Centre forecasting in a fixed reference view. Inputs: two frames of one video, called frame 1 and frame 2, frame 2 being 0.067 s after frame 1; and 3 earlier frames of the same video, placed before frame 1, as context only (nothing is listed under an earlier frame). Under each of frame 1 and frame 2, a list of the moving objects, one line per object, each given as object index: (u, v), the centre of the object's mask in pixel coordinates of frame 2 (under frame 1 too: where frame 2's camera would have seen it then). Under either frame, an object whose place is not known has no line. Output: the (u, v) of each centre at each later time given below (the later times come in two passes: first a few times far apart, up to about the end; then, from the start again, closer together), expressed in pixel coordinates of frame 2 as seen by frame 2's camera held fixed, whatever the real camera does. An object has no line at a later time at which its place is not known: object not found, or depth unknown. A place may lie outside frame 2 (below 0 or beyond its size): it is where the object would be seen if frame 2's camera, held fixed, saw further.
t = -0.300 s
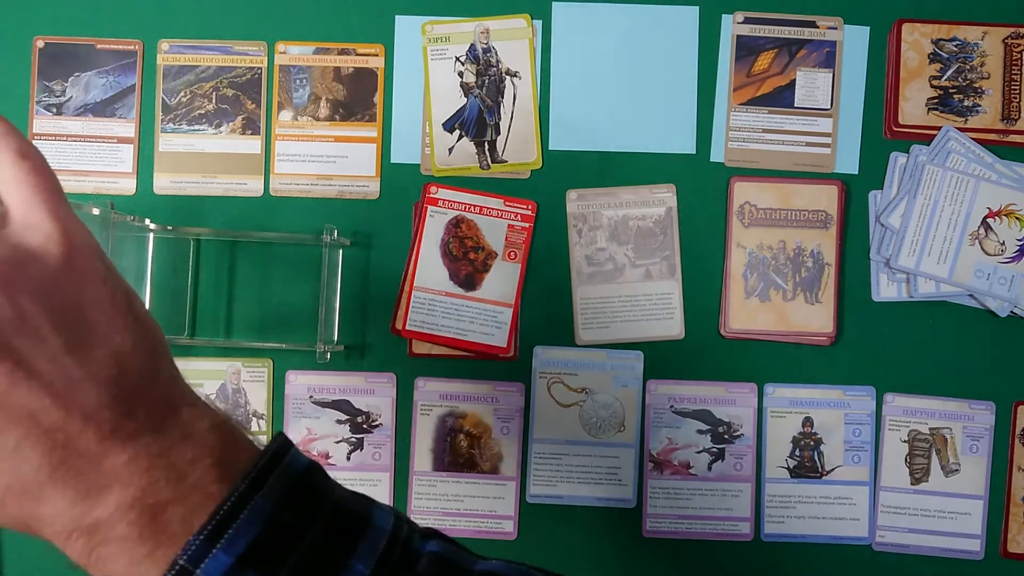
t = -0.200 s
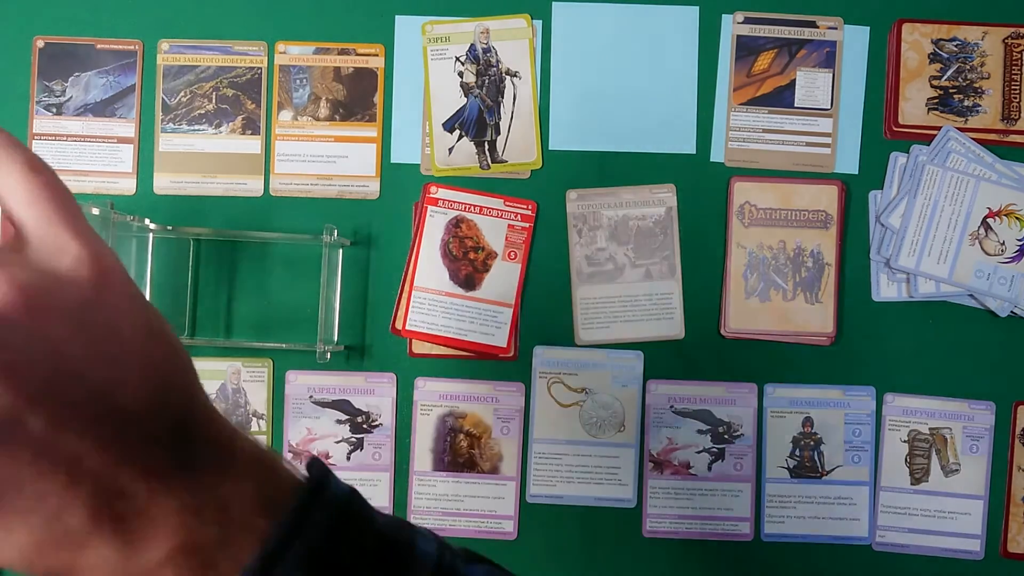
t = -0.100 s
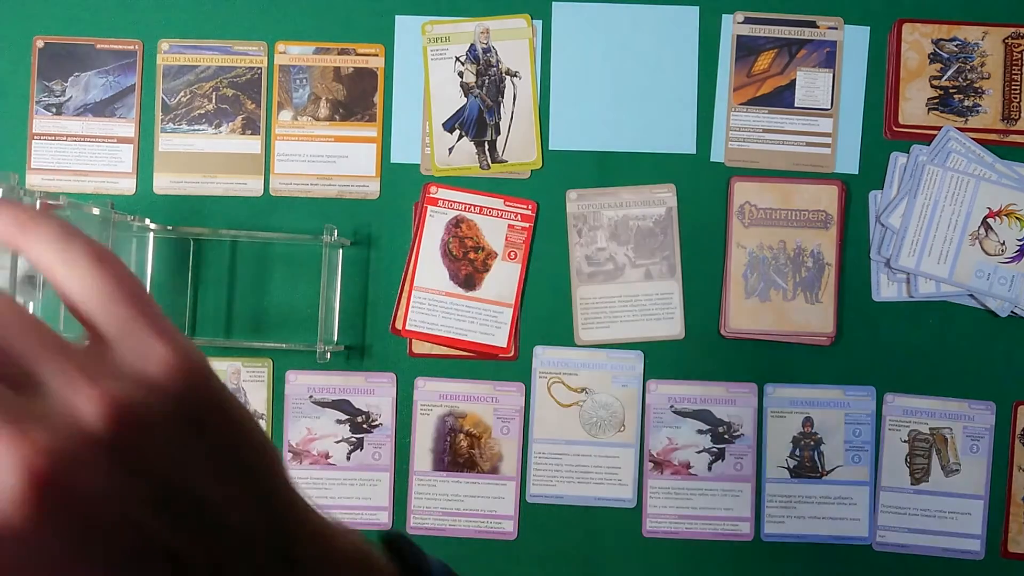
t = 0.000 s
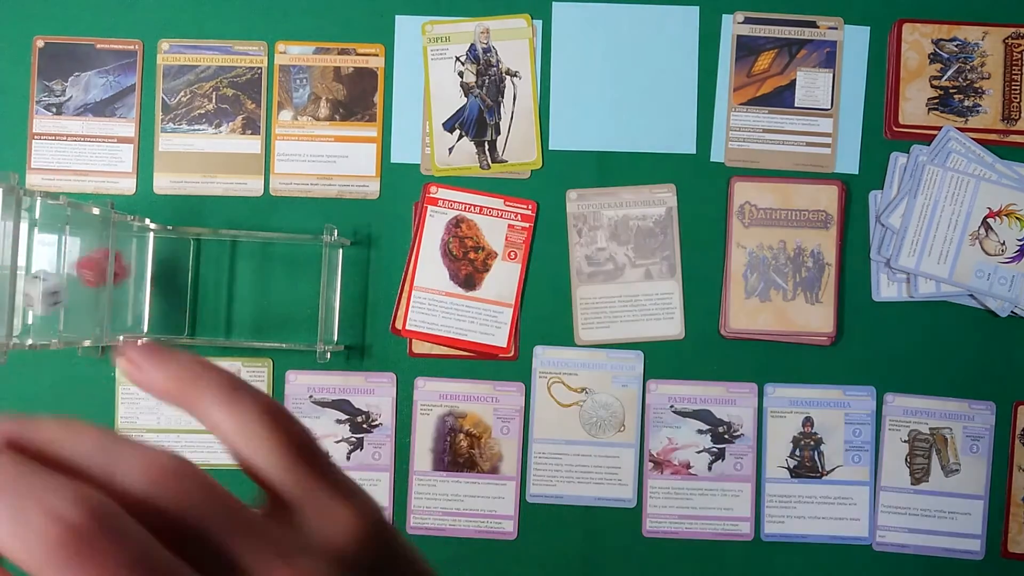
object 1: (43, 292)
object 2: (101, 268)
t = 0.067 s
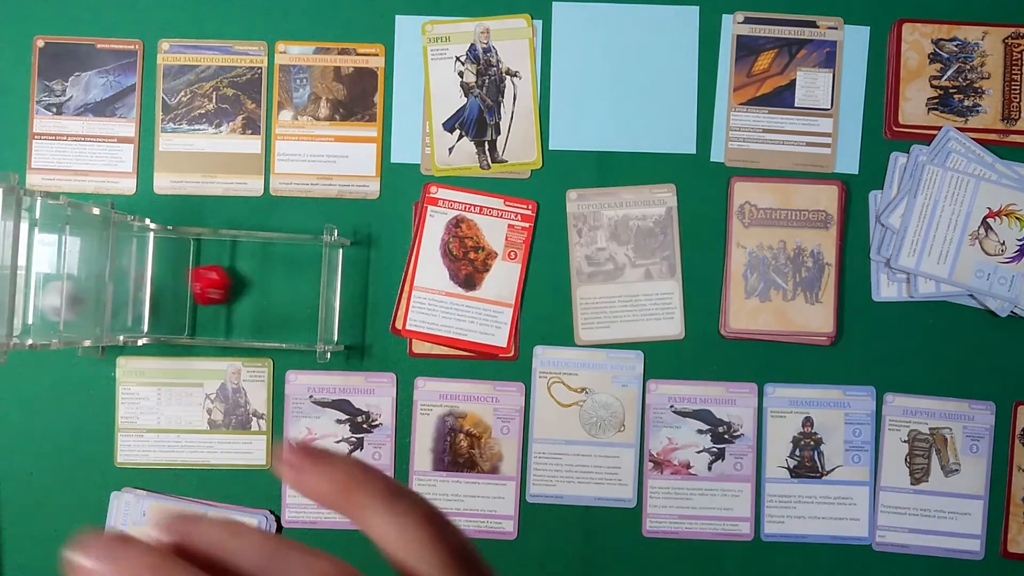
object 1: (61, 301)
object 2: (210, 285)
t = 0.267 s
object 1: (263, 322)
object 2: (309, 281)
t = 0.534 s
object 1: (269, 311)
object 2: (309, 267)
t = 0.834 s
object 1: (269, 311)
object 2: (309, 267)
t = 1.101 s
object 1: (269, 311)
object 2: (309, 267)
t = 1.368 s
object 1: (269, 311)
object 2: (309, 267)
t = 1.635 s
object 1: (269, 311)
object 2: (309, 267)
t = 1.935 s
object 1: (269, 311)
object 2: (309, 267)
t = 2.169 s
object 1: (269, 311)
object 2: (309, 267)
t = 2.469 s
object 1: (269, 311)
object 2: (309, 267)
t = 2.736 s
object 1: (269, 311)
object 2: (309, 267)
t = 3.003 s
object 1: (269, 311)
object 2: (309, 267)
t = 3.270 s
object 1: (269, 311)
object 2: (309, 267)
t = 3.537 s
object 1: (269, 311)
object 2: (309, 267)
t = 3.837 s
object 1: (269, 311)
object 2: (309, 267)
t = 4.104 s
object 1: (269, 311)
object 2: (309, 267)
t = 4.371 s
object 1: (269, 311)
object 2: (309, 267)
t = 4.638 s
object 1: (269, 311)
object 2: (309, 267)
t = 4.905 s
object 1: (269, 311)
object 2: (309, 267)
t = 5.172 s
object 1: (269, 311)
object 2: (309, 267)
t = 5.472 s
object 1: (269, 311)
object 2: (309, 267)
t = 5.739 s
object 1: (269, 311)
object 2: (309, 267)
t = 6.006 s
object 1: (269, 311)
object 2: (309, 267)
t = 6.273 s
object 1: (269, 311)
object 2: (309, 267)
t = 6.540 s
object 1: (269, 311)
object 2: (309, 267)
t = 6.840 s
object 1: (269, 311)
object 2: (309, 267)
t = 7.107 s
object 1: (269, 311)
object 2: (309, 267)
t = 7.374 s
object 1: (269, 311)
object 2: (309, 267)
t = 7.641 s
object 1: (269, 311)
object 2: (309, 267)
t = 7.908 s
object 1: (269, 311)
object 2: (309, 267)
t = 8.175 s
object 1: (269, 311)
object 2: (309, 267)
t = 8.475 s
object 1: (269, 311)
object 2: (309, 267)
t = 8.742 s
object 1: (269, 311)
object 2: (309, 267)
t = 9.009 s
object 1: (269, 311)
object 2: (309, 267)
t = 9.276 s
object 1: (269, 311)
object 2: (309, 267)
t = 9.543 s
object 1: (269, 311)
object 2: (309, 267)
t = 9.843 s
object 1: (269, 311)
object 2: (309, 267)
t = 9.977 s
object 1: (269, 311)
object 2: (309, 267)
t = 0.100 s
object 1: (107, 307)
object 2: (245, 292)
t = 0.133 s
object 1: (162, 314)
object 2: (286, 298)
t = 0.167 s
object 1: (204, 319)
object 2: (304, 301)
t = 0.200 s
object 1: (237, 320)
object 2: (301, 301)
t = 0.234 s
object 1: (265, 320)
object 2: (301, 297)
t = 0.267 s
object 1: (263, 322)
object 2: (309, 281)
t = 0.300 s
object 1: (263, 320)
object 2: (310, 271)
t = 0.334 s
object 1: (266, 315)
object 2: (309, 267)
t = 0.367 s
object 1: (269, 311)
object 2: (309, 267)
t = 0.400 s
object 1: (269, 311)
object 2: (309, 267)
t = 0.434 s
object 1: (269, 311)
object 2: (309, 267)
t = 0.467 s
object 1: (269, 311)
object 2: (309, 267)
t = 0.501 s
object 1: (269, 311)
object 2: (309, 267)
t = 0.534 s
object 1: (269, 311)
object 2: (309, 267)
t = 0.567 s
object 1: (269, 311)
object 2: (309, 267)
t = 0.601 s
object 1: (269, 311)
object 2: (309, 267)
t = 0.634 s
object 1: (269, 311)
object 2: (309, 267)
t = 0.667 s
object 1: (269, 311)
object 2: (309, 267)
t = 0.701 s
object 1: (269, 311)
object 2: (309, 267)
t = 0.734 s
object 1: (269, 311)
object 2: (309, 267)
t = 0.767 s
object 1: (269, 311)
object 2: (309, 267)
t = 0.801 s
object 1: (269, 311)
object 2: (309, 267)
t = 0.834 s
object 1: (269, 311)
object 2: (309, 267)
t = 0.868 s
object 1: (269, 311)
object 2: (309, 267)
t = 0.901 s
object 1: (269, 311)
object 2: (309, 267)
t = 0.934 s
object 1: (269, 311)
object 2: (309, 267)
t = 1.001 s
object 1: (269, 311)
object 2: (309, 267)
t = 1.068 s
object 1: (269, 311)
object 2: (309, 267)
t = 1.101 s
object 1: (269, 311)
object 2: (309, 267)
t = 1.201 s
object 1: (269, 311)
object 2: (309, 267)
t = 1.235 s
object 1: (269, 311)
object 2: (309, 267)
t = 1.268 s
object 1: (269, 311)
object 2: (309, 267)
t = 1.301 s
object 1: (269, 311)
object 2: (309, 267)
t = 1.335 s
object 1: (269, 311)
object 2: (309, 267)
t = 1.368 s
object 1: (269, 311)
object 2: (309, 267)
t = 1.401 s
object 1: (269, 311)
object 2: (309, 267)
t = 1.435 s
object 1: (269, 311)
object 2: (309, 267)
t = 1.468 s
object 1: (269, 311)
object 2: (309, 267)
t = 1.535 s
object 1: (269, 311)
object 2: (309, 267)
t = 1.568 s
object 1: (269, 311)
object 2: (309, 267)
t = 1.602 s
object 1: (269, 311)
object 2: (309, 267)
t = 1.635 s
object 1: (269, 311)
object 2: (309, 267)
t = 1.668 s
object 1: (269, 311)
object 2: (309, 267)
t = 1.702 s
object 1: (269, 311)
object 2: (309, 267)
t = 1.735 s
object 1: (269, 311)
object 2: (309, 267)
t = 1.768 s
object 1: (269, 311)
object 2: (309, 267)
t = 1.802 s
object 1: (269, 311)
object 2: (309, 267)
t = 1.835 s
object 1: (269, 311)
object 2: (309, 267)
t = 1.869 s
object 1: (269, 311)
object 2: (309, 267)
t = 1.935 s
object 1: (269, 311)
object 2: (309, 267)
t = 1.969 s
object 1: (269, 311)
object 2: (309, 267)
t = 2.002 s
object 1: (269, 311)
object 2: (309, 267)
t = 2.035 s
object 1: (269, 311)
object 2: (309, 267)
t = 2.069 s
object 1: (269, 311)
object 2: (309, 267)
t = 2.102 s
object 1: (269, 311)
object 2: (309, 267)
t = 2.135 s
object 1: (269, 311)
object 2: (309, 267)
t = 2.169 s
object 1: (269, 311)
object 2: (309, 267)
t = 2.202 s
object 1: (269, 311)
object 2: (309, 267)
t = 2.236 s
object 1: (269, 311)
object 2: (309, 267)
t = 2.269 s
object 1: (269, 311)
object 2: (309, 267)
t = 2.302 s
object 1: (269, 311)
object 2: (309, 267)
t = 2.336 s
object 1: (269, 311)
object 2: (309, 267)
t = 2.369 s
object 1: (269, 311)
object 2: (309, 267)
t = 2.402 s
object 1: (269, 311)
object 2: (309, 267)
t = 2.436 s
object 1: (269, 311)
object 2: (309, 267)
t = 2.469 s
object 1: (269, 311)
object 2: (309, 267)
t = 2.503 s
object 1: (269, 311)
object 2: (309, 267)
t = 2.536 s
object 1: (269, 311)
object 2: (309, 267)
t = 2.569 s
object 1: (269, 311)
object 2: (309, 267)
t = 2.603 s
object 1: (269, 311)
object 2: (309, 267)
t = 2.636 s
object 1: (269, 311)
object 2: (309, 267)
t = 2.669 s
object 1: (269, 311)
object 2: (309, 267)
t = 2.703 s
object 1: (269, 311)
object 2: (309, 267)
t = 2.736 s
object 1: (269, 311)
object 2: (309, 267)
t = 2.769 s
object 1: (269, 311)
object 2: (309, 267)
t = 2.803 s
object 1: (269, 311)
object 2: (309, 267)
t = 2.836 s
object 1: (269, 311)
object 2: (309, 267)
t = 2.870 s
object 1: (269, 311)
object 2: (309, 267)
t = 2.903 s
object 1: (269, 311)
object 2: (309, 267)
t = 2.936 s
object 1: (269, 311)
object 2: (309, 267)
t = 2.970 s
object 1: (269, 311)
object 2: (309, 267)
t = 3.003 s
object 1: (269, 311)
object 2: (309, 267)
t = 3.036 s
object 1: (269, 311)
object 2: (309, 267)
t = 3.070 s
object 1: (269, 311)
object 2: (309, 267)
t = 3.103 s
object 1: (269, 311)
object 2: (309, 267)
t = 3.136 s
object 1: (269, 311)
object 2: (309, 267)
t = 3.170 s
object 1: (269, 311)
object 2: (309, 267)
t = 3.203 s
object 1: (269, 311)
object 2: (309, 267)
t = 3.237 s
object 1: (269, 311)
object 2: (309, 267)
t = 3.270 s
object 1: (269, 311)
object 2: (309, 267)
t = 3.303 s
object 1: (269, 311)
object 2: (309, 267)
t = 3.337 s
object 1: (269, 311)
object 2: (309, 267)
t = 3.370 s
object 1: (269, 311)
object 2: (309, 267)
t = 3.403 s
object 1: (269, 311)
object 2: (309, 267)
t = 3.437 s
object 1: (269, 311)
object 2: (309, 267)
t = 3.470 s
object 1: (269, 311)
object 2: (309, 267)
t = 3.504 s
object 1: (269, 311)
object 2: (309, 267)
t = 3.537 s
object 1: (269, 311)
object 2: (309, 267)
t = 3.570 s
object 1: (269, 311)
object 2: (309, 267)
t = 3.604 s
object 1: (269, 311)
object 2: (309, 267)
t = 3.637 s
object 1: (269, 311)
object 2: (309, 267)
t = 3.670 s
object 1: (269, 311)
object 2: (309, 267)
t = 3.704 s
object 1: (269, 311)
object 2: (309, 267)
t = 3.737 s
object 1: (269, 311)
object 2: (309, 267)
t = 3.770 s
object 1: (269, 311)
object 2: (309, 267)
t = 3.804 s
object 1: (269, 311)
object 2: (309, 267)
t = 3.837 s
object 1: (269, 311)
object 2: (309, 267)
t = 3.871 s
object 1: (269, 311)
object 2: (309, 267)
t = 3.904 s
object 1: (269, 311)
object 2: (309, 267)
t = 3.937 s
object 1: (269, 311)
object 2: (309, 267)
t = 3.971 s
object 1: (269, 311)
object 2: (309, 267)
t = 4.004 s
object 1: (269, 311)
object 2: (309, 267)
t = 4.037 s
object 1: (269, 311)
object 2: (309, 267)
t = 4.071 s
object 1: (269, 311)
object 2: (309, 267)
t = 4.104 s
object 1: (269, 311)
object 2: (309, 267)
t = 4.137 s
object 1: (269, 311)
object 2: (309, 267)
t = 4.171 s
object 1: (269, 311)
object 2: (309, 267)
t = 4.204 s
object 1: (269, 311)
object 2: (309, 267)
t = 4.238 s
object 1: (269, 311)
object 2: (309, 267)
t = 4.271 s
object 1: (269, 311)
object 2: (309, 267)
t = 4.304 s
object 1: (269, 311)
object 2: (309, 267)
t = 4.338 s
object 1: (269, 311)
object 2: (309, 267)
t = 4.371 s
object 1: (269, 311)
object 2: (309, 267)
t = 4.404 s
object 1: (269, 311)
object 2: (309, 267)
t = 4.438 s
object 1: (269, 311)
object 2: (309, 267)
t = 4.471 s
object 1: (269, 311)
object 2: (309, 267)
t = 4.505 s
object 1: (269, 311)
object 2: (309, 267)
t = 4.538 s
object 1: (269, 311)
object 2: (309, 267)
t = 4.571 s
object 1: (269, 311)
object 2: (309, 267)
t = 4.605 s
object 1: (269, 311)
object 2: (309, 267)
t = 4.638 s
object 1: (269, 311)
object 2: (309, 267)
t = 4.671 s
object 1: (269, 311)
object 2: (309, 267)
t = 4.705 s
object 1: (269, 311)
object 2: (309, 267)
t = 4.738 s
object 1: (269, 311)
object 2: (309, 267)
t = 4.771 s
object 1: (269, 311)
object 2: (309, 267)
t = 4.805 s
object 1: (269, 311)
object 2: (309, 267)
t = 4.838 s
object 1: (269, 311)
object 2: (309, 267)
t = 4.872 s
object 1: (269, 311)
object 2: (309, 267)
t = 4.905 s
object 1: (269, 311)
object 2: (309, 267)
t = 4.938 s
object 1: (269, 311)
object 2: (309, 267)
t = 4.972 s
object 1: (269, 311)
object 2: (309, 267)
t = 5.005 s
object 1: (269, 311)
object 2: (309, 267)
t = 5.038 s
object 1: (269, 311)
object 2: (309, 267)
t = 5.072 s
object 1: (269, 311)
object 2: (309, 267)
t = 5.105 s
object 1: (269, 311)
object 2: (309, 267)
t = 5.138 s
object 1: (269, 311)
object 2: (309, 267)
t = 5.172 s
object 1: (269, 311)
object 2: (309, 267)
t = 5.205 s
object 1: (269, 311)
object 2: (309, 267)
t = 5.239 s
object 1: (269, 311)
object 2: (309, 267)
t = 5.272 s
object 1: (269, 311)
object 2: (309, 267)
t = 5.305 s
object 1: (269, 311)
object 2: (309, 267)
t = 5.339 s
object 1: (269, 311)
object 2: (309, 267)
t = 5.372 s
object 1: (269, 311)
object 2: (309, 267)
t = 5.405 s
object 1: (269, 311)
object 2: (309, 267)
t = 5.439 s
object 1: (269, 311)
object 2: (309, 267)
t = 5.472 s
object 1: (269, 311)
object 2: (309, 267)
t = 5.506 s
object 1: (269, 311)
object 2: (309, 267)
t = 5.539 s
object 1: (269, 311)
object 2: (309, 267)
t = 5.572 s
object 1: (269, 311)
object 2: (309, 267)
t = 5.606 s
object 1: (269, 311)
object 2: (309, 267)
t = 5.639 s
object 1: (269, 311)
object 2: (309, 267)
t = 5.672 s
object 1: (269, 311)
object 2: (309, 267)
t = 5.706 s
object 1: (269, 311)
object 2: (309, 267)
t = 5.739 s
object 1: (269, 311)
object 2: (309, 267)
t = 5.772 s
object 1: (269, 311)
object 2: (309, 267)
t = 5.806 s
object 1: (269, 311)
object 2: (309, 267)
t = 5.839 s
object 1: (269, 311)
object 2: (309, 267)
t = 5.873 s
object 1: (269, 311)
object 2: (309, 267)
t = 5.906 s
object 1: (269, 311)
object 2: (309, 267)
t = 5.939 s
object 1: (269, 311)
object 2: (309, 267)
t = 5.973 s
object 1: (269, 311)
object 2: (309, 267)
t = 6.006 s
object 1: (269, 311)
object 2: (309, 267)
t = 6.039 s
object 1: (269, 311)
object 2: (309, 267)
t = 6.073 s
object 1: (269, 311)
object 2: (309, 267)
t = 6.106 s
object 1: (269, 311)
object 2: (309, 267)
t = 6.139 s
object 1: (269, 311)
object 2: (309, 267)
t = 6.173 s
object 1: (269, 311)
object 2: (309, 267)
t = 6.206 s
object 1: (269, 311)
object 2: (309, 267)
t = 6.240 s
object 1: (269, 311)
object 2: (309, 267)
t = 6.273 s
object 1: (269, 311)
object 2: (309, 267)
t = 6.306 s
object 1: (269, 311)
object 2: (309, 267)
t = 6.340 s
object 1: (269, 311)
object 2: (309, 267)
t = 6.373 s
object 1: (269, 311)
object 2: (309, 267)
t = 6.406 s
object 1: (269, 311)
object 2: (309, 267)
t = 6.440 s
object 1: (269, 311)
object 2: (309, 267)
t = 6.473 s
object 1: (269, 311)
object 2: (309, 267)
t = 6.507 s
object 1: (269, 311)
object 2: (309, 267)
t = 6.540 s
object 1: (269, 311)
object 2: (309, 267)
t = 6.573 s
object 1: (269, 311)
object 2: (309, 267)
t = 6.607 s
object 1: (269, 311)
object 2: (309, 267)
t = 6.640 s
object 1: (269, 311)
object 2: (309, 267)
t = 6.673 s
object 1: (269, 311)
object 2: (309, 267)
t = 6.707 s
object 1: (269, 311)
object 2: (309, 267)
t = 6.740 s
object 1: (269, 311)
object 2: (309, 267)
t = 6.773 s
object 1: (269, 311)
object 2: (309, 267)
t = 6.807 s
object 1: (269, 311)
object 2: (309, 267)
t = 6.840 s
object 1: (269, 311)
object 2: (309, 267)
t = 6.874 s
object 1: (269, 311)
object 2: (309, 267)
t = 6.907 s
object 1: (269, 311)
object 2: (309, 267)
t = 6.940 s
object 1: (269, 311)
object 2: (309, 267)
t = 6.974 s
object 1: (269, 311)
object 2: (309, 267)
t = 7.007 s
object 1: (269, 311)
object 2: (309, 267)
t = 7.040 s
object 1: (269, 311)
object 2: (309, 267)
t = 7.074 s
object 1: (269, 311)
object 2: (309, 267)
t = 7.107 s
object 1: (269, 311)
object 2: (309, 267)
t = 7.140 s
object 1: (269, 311)
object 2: (309, 267)
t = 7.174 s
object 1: (269, 311)
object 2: (309, 267)
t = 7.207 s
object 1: (269, 311)
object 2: (309, 267)
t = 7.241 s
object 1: (269, 311)
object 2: (309, 267)
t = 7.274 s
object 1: (269, 311)
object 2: (309, 267)
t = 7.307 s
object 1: (269, 311)
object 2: (309, 267)
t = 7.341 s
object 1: (269, 311)
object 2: (309, 267)
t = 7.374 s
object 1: (269, 311)
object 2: (309, 267)
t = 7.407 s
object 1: (269, 311)
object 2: (309, 267)
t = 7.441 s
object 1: (269, 311)
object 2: (309, 267)
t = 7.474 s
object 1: (269, 311)
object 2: (309, 267)
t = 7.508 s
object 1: (269, 311)
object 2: (309, 267)
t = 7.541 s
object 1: (269, 311)
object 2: (309, 267)
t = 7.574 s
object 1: (269, 311)
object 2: (309, 267)
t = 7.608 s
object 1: (269, 311)
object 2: (309, 267)
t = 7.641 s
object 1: (269, 311)
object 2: (309, 267)
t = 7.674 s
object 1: (269, 311)
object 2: (309, 267)
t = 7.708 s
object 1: (269, 311)
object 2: (309, 267)
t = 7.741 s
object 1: (269, 311)
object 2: (309, 267)
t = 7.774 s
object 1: (269, 311)
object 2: (309, 267)
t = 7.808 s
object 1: (269, 311)
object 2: (309, 267)
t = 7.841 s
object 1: (269, 311)
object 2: (309, 267)
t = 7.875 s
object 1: (269, 311)
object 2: (309, 267)
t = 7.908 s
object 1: (269, 311)
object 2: (309, 267)
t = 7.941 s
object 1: (269, 311)
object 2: (309, 267)
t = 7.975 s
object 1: (269, 311)
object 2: (309, 267)
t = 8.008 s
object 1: (269, 311)
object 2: (309, 267)
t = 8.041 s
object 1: (269, 311)
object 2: (309, 267)
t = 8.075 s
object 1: (269, 311)
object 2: (309, 267)
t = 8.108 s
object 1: (269, 311)
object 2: (309, 267)
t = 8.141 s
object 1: (269, 311)
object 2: (309, 267)
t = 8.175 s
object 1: (269, 311)
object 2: (309, 267)
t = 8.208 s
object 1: (269, 311)
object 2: (309, 267)
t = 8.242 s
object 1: (269, 311)
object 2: (309, 267)
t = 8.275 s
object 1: (269, 311)
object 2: (309, 267)
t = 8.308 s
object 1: (269, 311)
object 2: (309, 267)
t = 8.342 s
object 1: (269, 311)
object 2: (309, 267)
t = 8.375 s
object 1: (269, 311)
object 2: (309, 267)
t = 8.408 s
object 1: (269, 311)
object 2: (309, 267)
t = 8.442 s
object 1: (269, 311)
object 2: (309, 267)
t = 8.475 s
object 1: (269, 311)
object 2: (309, 267)
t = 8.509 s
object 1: (269, 311)
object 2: (309, 267)
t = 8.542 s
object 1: (269, 311)
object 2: (309, 267)
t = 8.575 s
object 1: (269, 311)
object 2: (309, 267)
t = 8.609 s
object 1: (269, 311)
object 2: (309, 267)
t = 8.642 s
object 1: (269, 311)
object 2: (309, 267)
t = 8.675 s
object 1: (269, 311)
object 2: (309, 267)
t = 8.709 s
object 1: (269, 311)
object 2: (309, 267)
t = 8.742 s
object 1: (269, 311)
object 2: (309, 267)
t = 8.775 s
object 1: (269, 311)
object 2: (309, 267)
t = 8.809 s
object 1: (269, 311)
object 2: (309, 267)
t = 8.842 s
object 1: (269, 311)
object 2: (309, 267)
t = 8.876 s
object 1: (269, 311)
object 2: (309, 267)
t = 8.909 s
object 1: (269, 311)
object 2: (309, 267)
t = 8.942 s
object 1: (269, 311)
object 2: (309, 267)
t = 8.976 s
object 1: (269, 311)
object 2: (309, 267)
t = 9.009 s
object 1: (269, 311)
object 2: (309, 267)
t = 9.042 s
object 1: (269, 311)
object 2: (309, 267)
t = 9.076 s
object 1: (269, 311)
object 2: (309, 267)
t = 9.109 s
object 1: (269, 311)
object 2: (309, 267)
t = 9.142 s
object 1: (269, 311)
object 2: (309, 267)
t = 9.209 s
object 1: (269, 311)
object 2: (309, 267)
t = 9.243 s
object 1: (269, 311)
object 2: (309, 267)
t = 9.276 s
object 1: (269, 311)
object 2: (309, 267)
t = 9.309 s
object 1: (269, 311)
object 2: (309, 267)
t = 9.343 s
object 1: (269, 311)
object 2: (309, 267)
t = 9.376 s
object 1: (269, 311)
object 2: (309, 267)
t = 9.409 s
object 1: (269, 311)
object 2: (309, 267)
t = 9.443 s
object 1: (269, 311)
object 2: (309, 267)
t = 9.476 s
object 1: (269, 311)
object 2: (309, 267)
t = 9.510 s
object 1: (269, 311)
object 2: (309, 267)
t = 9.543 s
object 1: (269, 311)
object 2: (309, 267)
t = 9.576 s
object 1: (269, 311)
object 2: (309, 267)
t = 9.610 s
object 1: (269, 311)
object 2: (309, 267)
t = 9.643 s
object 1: (269, 311)
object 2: (309, 267)
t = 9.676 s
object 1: (269, 311)
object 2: (309, 267)
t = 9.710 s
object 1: (269, 311)
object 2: (309, 267)
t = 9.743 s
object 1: (269, 311)
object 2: (309, 267)
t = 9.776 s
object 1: (269, 311)
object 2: (309, 267)
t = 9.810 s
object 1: (269, 311)
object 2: (309, 267)
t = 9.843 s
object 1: (269, 311)
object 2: (309, 267)
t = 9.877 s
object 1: (269, 311)
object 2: (309, 267)
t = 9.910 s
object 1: (269, 311)
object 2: (309, 267)
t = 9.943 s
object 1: (269, 311)
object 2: (309, 267)
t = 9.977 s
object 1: (269, 311)
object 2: (309, 267)
